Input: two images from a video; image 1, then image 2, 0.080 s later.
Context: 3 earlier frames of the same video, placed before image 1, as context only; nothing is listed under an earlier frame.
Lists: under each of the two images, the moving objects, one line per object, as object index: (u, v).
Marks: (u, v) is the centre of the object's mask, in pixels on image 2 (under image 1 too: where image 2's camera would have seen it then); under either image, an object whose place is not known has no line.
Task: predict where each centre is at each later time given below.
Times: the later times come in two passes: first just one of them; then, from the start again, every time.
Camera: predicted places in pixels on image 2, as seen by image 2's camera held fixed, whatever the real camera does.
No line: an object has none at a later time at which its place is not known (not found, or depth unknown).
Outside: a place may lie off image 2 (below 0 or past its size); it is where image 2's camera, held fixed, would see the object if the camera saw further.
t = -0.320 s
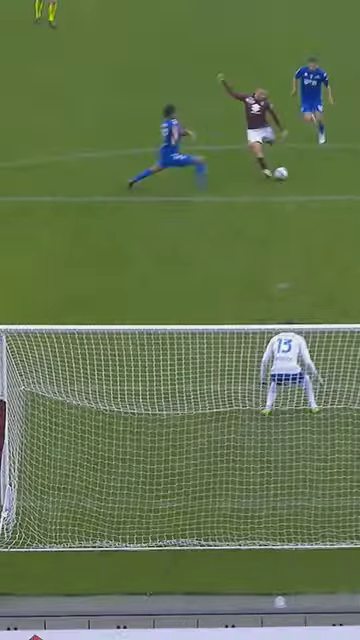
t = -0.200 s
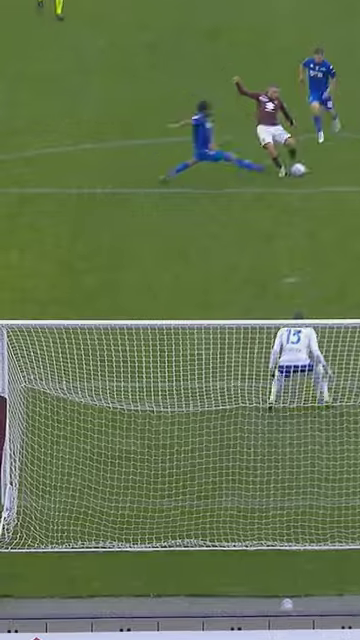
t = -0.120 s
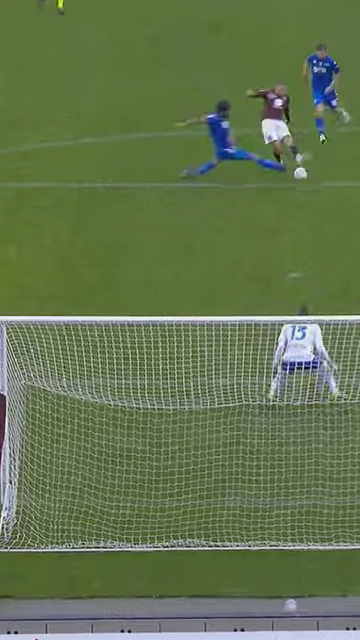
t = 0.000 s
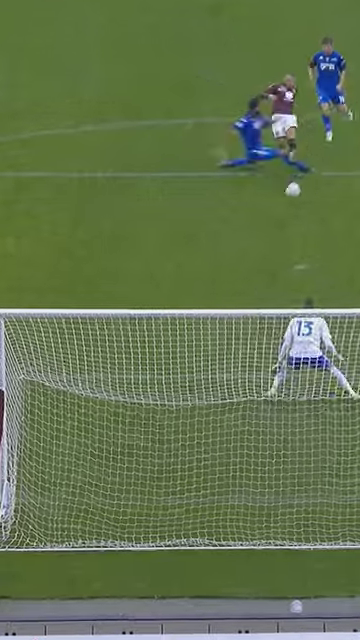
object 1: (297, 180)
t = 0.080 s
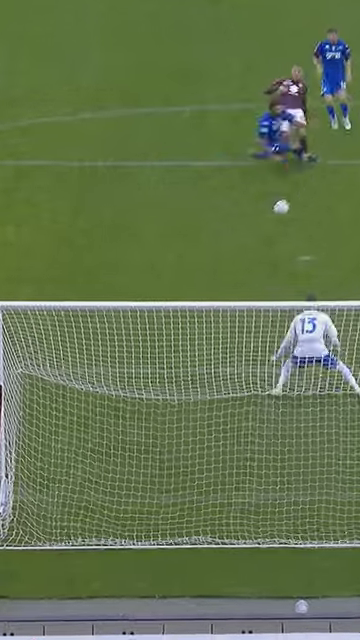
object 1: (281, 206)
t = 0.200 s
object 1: (253, 249)
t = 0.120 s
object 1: (277, 215)
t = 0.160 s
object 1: (265, 232)
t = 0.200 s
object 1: (253, 249)
